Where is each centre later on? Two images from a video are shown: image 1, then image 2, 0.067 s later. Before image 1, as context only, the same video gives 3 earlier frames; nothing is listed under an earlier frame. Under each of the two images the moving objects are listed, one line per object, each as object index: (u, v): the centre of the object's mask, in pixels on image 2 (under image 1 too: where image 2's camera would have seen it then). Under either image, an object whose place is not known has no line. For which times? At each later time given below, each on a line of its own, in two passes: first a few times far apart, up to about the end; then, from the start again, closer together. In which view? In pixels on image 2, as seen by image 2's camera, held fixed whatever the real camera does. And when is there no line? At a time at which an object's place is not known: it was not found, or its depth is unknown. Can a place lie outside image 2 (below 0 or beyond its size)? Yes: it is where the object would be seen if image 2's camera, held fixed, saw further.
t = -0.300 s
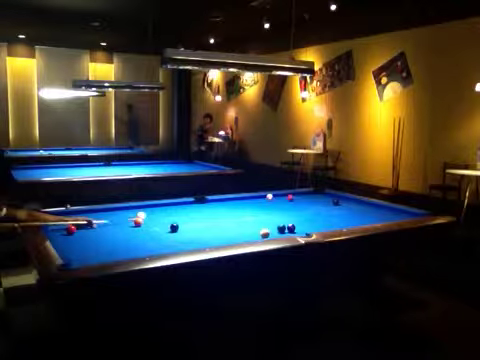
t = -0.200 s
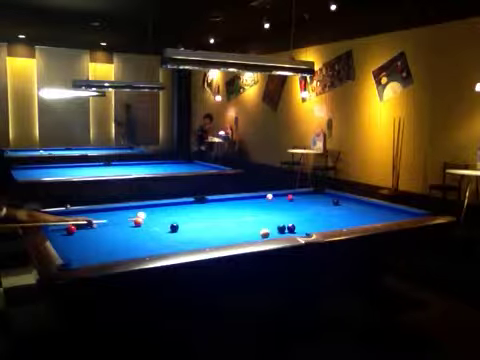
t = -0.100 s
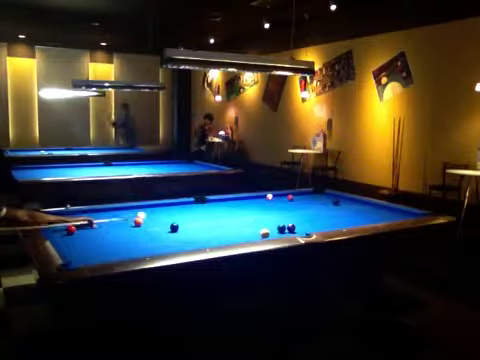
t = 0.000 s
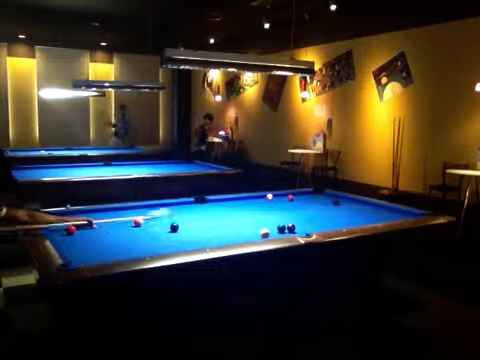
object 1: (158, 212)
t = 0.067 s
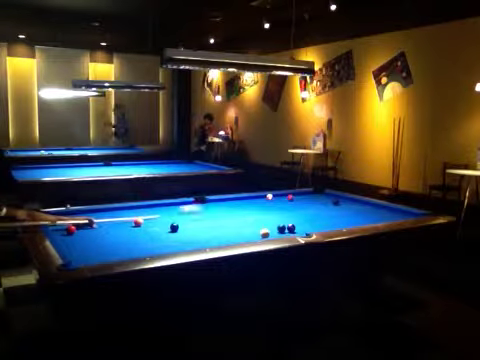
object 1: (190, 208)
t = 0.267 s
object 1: (260, 198)
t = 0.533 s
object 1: (265, 196)
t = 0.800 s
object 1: (266, 195)
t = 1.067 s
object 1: (269, 195)
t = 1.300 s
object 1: (272, 195)
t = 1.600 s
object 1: (274, 195)
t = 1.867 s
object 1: (276, 196)
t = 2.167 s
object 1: (277, 196)
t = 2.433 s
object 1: (277, 196)
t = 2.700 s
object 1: (277, 196)
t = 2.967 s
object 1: (277, 196)
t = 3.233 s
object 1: (277, 196)
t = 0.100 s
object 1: (203, 206)
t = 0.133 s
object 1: (216, 204)
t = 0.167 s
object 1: (229, 202)
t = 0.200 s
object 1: (240, 201)
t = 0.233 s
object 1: (250, 200)
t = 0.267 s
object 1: (260, 198)
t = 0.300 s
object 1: (265, 197)
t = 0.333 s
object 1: (264, 197)
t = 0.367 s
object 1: (264, 197)
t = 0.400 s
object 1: (264, 197)
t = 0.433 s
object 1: (265, 197)
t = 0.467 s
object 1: (264, 197)
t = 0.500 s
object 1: (265, 196)
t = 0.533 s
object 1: (265, 196)
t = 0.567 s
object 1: (265, 196)
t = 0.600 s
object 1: (265, 196)
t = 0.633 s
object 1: (266, 196)
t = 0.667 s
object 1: (266, 195)
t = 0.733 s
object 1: (266, 195)
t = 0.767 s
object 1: (266, 195)
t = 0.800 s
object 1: (266, 195)
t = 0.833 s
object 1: (266, 195)
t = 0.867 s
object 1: (267, 195)
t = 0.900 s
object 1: (267, 195)
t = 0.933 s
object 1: (267, 195)
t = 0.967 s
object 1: (268, 195)
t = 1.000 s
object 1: (268, 195)
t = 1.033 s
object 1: (268, 195)
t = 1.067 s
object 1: (269, 195)
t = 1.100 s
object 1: (269, 195)
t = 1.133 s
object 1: (270, 195)
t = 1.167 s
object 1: (270, 195)
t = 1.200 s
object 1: (271, 195)
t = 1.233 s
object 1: (271, 195)
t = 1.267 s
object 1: (271, 195)
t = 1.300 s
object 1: (272, 195)
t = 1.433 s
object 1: (273, 195)
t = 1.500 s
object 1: (273, 195)
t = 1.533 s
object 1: (274, 195)
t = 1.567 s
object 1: (274, 195)
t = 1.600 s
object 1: (274, 195)
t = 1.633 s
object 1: (275, 195)
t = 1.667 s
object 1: (275, 195)
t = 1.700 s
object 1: (275, 196)
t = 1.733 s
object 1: (275, 196)
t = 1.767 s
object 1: (275, 196)
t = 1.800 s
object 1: (275, 196)
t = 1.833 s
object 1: (276, 196)
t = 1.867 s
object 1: (276, 196)
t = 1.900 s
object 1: (276, 196)
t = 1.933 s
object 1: (276, 196)
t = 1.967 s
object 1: (276, 196)
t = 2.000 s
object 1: (276, 196)
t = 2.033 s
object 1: (277, 196)
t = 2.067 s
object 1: (277, 196)
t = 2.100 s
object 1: (277, 196)
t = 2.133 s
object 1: (277, 196)
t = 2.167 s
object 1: (277, 196)
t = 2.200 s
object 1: (277, 196)
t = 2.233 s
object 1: (277, 196)
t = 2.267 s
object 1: (277, 196)
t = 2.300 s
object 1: (277, 196)
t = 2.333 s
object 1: (277, 196)
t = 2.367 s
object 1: (277, 196)
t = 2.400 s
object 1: (277, 196)
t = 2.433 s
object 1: (277, 196)
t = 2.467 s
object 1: (277, 196)
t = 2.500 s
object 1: (277, 196)
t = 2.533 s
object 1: (277, 196)
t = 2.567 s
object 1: (277, 196)
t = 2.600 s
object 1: (277, 196)
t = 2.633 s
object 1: (277, 196)
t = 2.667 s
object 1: (277, 196)
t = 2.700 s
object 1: (277, 196)
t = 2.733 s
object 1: (277, 196)
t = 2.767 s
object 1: (277, 196)
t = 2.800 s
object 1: (277, 196)
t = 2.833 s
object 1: (277, 196)
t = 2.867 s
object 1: (277, 196)
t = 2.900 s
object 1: (277, 196)
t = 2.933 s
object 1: (277, 196)
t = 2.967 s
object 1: (277, 196)
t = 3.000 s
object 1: (277, 196)
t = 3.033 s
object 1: (277, 196)
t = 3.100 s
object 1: (277, 196)
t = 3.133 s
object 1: (277, 196)
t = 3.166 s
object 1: (277, 196)
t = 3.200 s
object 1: (277, 196)
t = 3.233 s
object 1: (277, 196)
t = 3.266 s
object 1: (277, 196)
